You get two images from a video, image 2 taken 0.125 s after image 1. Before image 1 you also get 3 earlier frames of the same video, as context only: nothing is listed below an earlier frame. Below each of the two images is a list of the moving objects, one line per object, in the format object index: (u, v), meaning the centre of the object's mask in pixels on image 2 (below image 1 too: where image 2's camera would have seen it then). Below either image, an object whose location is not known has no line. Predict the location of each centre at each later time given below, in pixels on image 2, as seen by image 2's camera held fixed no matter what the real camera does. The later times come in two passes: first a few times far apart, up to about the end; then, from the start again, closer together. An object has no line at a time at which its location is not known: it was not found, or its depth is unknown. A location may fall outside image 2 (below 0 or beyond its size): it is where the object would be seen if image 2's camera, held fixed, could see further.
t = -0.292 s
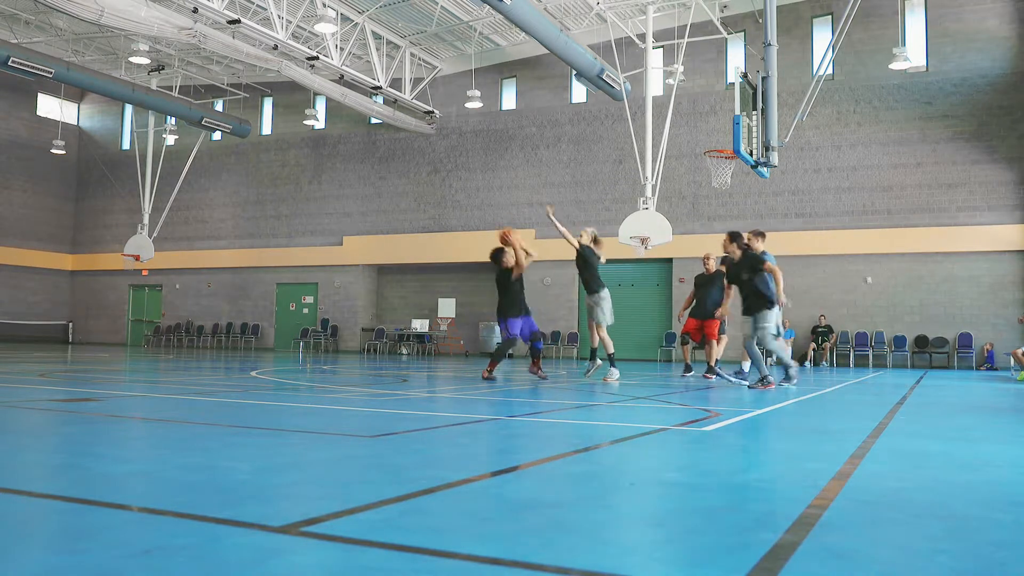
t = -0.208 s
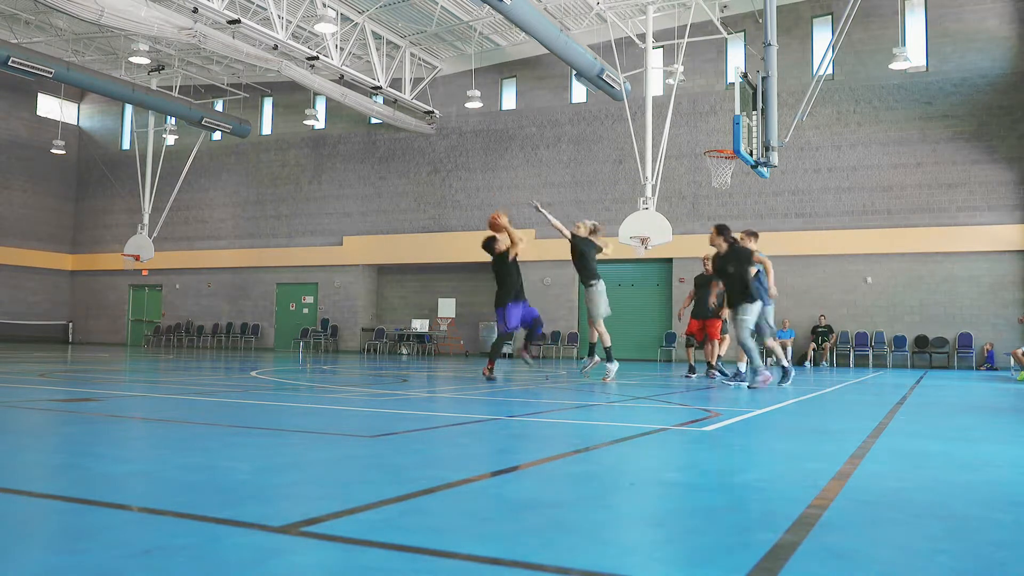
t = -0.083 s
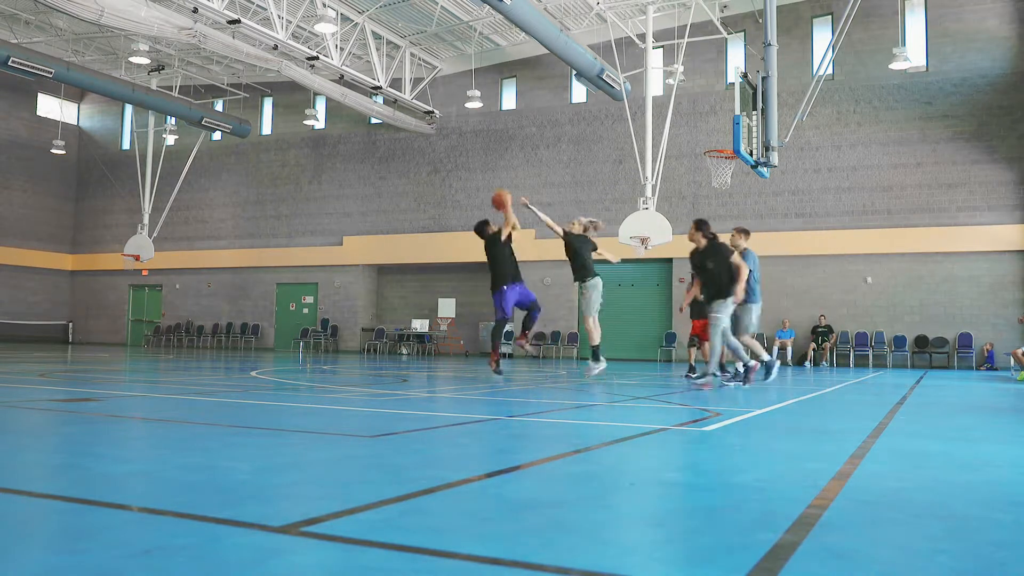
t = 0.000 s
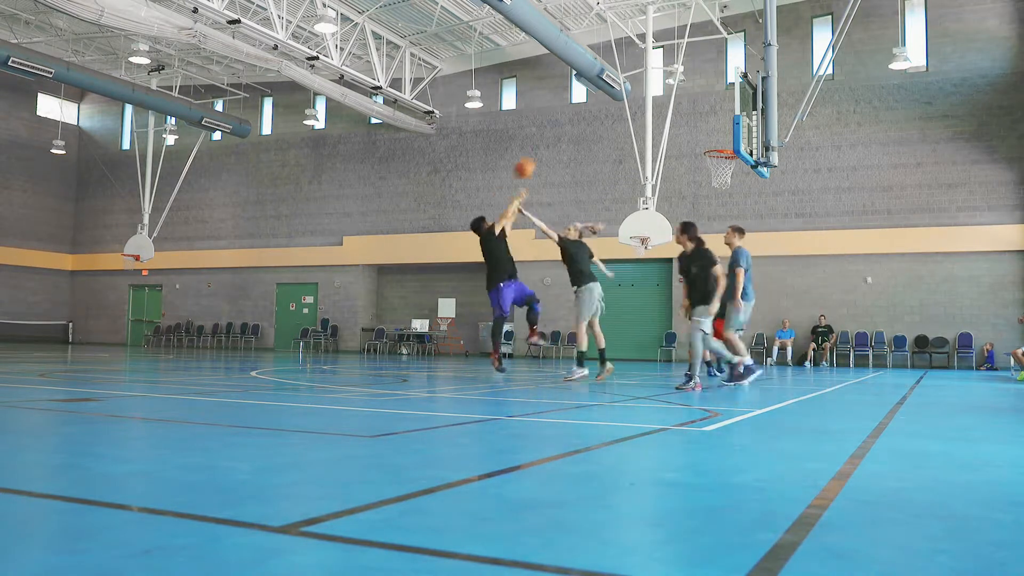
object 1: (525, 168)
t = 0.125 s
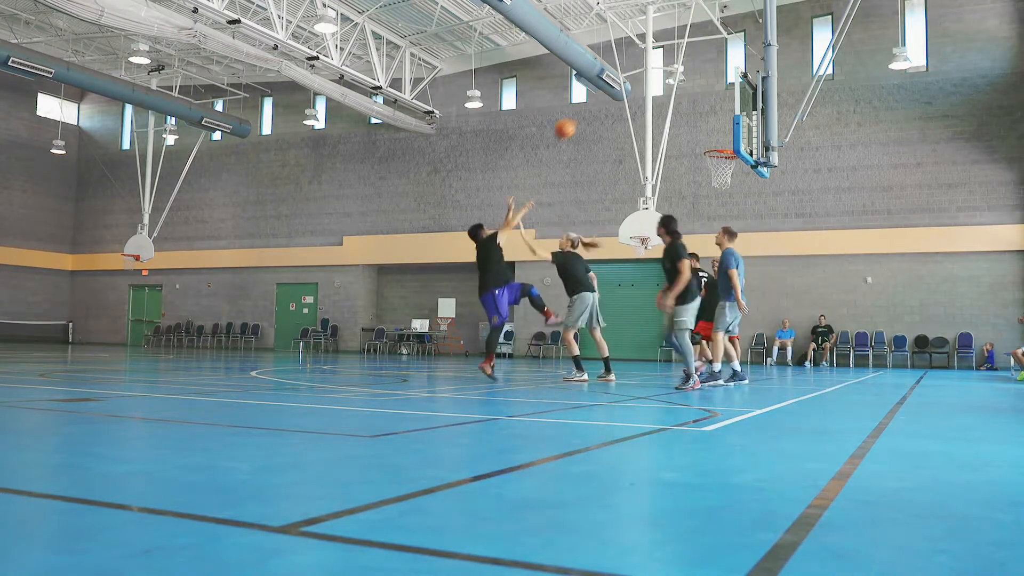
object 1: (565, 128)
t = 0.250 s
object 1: (603, 102)
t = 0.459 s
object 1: (665, 87)
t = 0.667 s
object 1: (720, 103)
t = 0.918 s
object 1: (712, 153)
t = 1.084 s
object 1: (731, 176)
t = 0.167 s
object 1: (578, 119)
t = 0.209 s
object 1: (591, 110)
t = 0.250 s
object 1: (603, 102)
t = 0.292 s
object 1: (615, 97)
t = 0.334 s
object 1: (629, 92)
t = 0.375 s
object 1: (639, 90)
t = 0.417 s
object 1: (650, 87)
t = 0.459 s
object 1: (665, 87)
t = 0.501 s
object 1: (676, 88)
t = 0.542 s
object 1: (688, 91)
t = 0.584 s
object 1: (699, 94)
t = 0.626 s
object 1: (710, 98)
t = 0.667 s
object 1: (720, 103)
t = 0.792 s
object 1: (728, 125)
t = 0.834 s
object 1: (724, 134)
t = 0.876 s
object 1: (718, 143)
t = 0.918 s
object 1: (712, 153)
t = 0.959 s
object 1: (714, 160)
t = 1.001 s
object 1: (721, 164)
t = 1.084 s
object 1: (731, 176)
